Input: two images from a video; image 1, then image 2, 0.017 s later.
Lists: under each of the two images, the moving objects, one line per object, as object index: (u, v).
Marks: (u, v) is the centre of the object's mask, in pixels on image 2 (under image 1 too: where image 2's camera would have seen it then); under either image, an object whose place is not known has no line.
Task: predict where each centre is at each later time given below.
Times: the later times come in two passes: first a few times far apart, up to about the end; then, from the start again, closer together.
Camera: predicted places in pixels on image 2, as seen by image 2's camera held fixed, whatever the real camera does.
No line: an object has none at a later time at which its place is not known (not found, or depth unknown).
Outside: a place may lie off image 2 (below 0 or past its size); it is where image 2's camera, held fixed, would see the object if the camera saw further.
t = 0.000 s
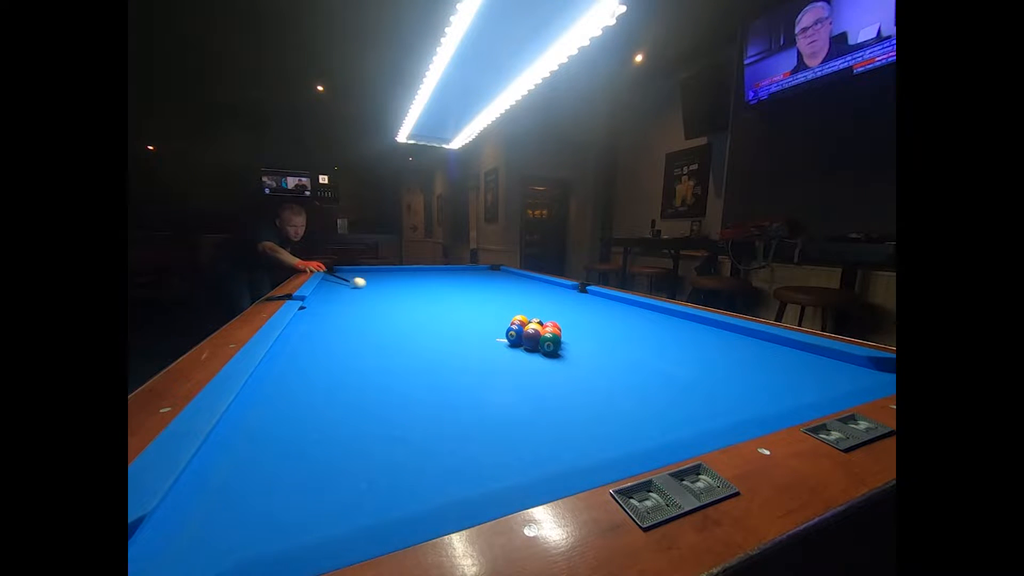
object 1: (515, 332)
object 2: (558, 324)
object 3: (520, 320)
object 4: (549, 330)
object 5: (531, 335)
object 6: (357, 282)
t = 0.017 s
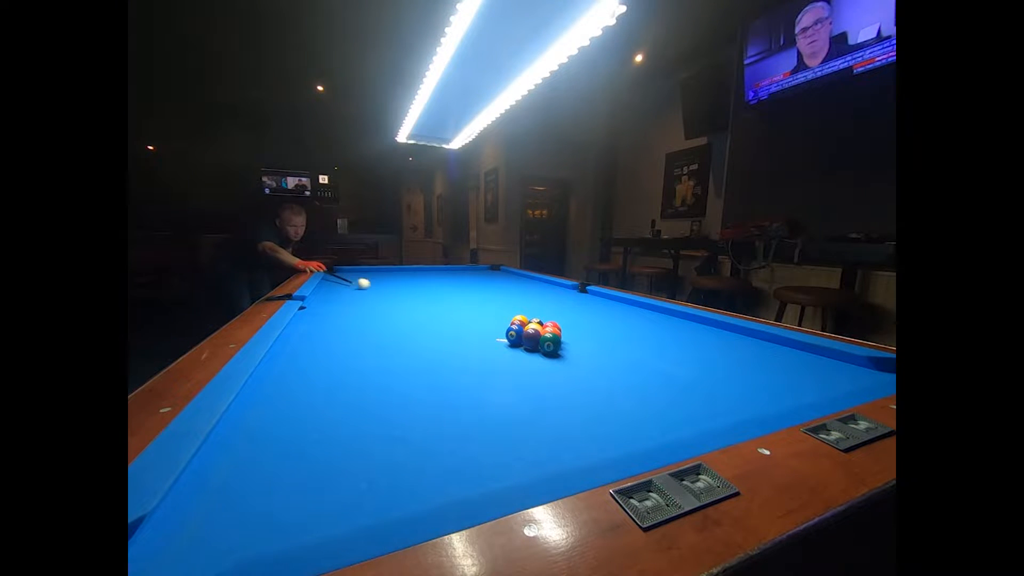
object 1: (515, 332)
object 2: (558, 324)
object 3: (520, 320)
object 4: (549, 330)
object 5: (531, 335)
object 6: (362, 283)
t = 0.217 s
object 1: (515, 332)
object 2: (558, 323)
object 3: (520, 320)
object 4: (549, 330)
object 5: (531, 335)
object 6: (424, 299)
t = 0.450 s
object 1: (512, 333)
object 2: (566, 328)
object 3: (521, 321)
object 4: (553, 331)
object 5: (531, 335)
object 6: (505, 319)
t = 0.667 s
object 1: (473, 351)
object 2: (629, 338)
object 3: (539, 314)
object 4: (577, 342)
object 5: (531, 342)
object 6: (517, 322)
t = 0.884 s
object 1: (428, 369)
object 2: (696, 344)
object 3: (552, 310)
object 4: (602, 352)
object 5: (530, 345)
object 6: (526, 322)
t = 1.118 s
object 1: (363, 395)
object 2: (771, 350)
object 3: (563, 305)
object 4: (630, 361)
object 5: (528, 346)
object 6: (544, 327)
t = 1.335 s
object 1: (281, 427)
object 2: (844, 357)
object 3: (571, 300)
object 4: (657, 368)
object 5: (527, 348)
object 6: (554, 331)
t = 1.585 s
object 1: (250, 454)
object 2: (864, 369)
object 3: (579, 297)
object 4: (691, 377)
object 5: (526, 349)
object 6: (568, 334)
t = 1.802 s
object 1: (293, 460)
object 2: (855, 373)
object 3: (585, 294)
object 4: (721, 385)
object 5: (526, 349)
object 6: (579, 336)
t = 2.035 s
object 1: (339, 465)
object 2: (822, 372)
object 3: (588, 291)
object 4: (753, 394)
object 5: (526, 350)
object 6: (591, 338)
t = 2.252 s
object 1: (380, 470)
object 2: (793, 371)
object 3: (577, 290)
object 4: (775, 396)
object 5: (526, 350)
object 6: (600, 339)
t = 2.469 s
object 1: (420, 472)
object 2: (766, 367)
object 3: (567, 289)
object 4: (768, 394)
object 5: (526, 350)
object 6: (607, 340)
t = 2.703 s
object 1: (460, 472)
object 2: (738, 367)
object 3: (557, 288)
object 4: (761, 390)
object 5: (526, 349)
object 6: (613, 341)
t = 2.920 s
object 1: (493, 469)
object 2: (717, 366)
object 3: (550, 288)
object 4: (757, 387)
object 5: (525, 349)
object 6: (617, 342)
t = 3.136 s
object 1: (512, 461)
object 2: (697, 365)
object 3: (543, 287)
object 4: (754, 384)
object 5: (525, 349)
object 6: (619, 343)
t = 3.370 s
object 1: (526, 454)
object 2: (677, 364)
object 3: (536, 287)
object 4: (752, 383)
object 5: (525, 349)
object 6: (618, 344)
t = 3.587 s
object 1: (536, 449)
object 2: (662, 363)
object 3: (531, 286)
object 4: (752, 383)
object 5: (525, 349)
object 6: (618, 343)
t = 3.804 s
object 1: (544, 444)
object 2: (648, 362)
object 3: (527, 286)
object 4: (752, 383)
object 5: (525, 349)
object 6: (618, 343)
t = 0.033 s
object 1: (515, 332)
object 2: (558, 324)
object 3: (520, 320)
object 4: (549, 330)
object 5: (531, 335)
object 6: (367, 284)
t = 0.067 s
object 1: (515, 332)
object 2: (558, 323)
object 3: (520, 320)
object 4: (549, 330)
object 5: (531, 335)
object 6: (376, 287)
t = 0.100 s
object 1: (515, 332)
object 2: (558, 323)
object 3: (520, 320)
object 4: (549, 330)
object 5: (531, 335)
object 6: (386, 289)
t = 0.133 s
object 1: (515, 332)
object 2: (558, 323)
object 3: (520, 320)
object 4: (549, 330)
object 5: (531, 335)
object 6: (396, 292)
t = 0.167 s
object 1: (515, 332)
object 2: (558, 323)
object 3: (520, 320)
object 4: (549, 330)
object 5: (531, 335)
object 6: (407, 295)
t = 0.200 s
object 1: (515, 332)
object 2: (558, 323)
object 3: (520, 320)
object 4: (549, 330)
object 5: (531, 335)
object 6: (418, 298)
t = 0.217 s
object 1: (515, 332)
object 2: (558, 323)
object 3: (520, 320)
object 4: (549, 330)
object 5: (531, 335)
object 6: (424, 299)
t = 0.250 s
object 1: (515, 332)
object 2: (558, 323)
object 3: (520, 320)
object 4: (549, 330)
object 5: (531, 335)
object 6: (436, 302)
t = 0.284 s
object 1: (515, 332)
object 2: (558, 323)
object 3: (520, 320)
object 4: (549, 330)
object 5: (531, 335)
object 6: (449, 306)
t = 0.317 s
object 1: (515, 332)
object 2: (558, 323)
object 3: (520, 320)
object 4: (549, 330)
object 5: (531, 335)
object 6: (462, 309)
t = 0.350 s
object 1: (515, 332)
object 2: (558, 323)
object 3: (520, 320)
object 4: (549, 330)
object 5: (531, 335)
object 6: (476, 312)
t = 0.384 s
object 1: (515, 332)
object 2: (558, 323)
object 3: (520, 320)
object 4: (549, 330)
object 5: (531, 335)
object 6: (490, 316)
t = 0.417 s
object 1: (515, 332)
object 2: (558, 323)
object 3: (520, 321)
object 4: (549, 330)
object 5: (531, 336)
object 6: (504, 319)
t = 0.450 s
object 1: (512, 333)
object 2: (566, 328)
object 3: (521, 321)
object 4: (553, 331)
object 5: (531, 335)
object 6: (505, 319)
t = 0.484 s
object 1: (503, 339)
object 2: (574, 333)
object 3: (520, 324)
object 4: (556, 334)
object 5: (531, 336)
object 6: (505, 318)
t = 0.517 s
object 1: (498, 341)
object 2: (585, 334)
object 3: (528, 318)
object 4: (560, 335)
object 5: (531, 336)
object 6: (506, 318)
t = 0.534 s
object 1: (495, 342)
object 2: (590, 335)
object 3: (530, 317)
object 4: (561, 335)
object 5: (531, 337)
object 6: (507, 318)
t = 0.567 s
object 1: (490, 344)
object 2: (600, 336)
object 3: (532, 316)
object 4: (567, 337)
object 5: (531, 340)
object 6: (510, 317)
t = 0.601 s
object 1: (484, 347)
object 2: (609, 337)
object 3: (535, 315)
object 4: (570, 339)
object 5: (531, 341)
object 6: (513, 318)
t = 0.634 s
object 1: (479, 349)
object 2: (619, 337)
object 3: (537, 315)
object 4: (573, 340)
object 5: (531, 342)
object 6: (515, 321)
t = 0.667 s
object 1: (473, 351)
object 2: (629, 338)
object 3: (539, 314)
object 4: (577, 342)
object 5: (531, 342)
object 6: (517, 322)
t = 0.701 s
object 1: (467, 354)
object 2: (639, 339)
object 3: (541, 314)
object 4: (581, 343)
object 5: (531, 343)
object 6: (518, 323)
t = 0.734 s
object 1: (460, 357)
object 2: (650, 340)
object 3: (543, 313)
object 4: (584, 345)
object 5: (531, 344)
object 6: (519, 324)
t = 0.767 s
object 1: (454, 359)
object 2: (660, 341)
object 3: (545, 312)
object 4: (588, 347)
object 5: (530, 344)
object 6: (520, 324)
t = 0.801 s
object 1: (447, 362)
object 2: (670, 342)
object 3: (547, 311)
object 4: (592, 348)
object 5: (530, 344)
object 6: (522, 324)
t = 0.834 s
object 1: (439, 364)
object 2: (680, 343)
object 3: (549, 311)
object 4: (596, 350)
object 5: (530, 345)
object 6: (523, 324)
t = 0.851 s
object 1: (436, 366)
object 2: (686, 343)
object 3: (550, 310)
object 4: (598, 351)
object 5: (530, 345)
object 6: (524, 324)
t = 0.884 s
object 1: (428, 369)
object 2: (696, 344)
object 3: (552, 310)
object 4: (602, 352)
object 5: (530, 345)
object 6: (526, 322)
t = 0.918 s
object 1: (420, 372)
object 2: (707, 345)
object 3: (554, 309)
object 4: (606, 354)
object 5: (529, 344)
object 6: (528, 322)
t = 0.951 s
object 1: (412, 375)
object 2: (717, 346)
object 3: (555, 308)
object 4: (610, 355)
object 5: (529, 346)
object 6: (530, 322)
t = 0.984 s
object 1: (403, 379)
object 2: (728, 347)
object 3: (557, 307)
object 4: (614, 357)
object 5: (529, 345)
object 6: (533, 322)
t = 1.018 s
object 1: (393, 383)
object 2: (739, 348)
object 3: (559, 307)
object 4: (618, 357)
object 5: (529, 346)
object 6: (536, 322)
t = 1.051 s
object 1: (384, 386)
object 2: (750, 349)
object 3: (560, 306)
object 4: (622, 359)
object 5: (529, 346)
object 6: (539, 323)
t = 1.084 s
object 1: (374, 390)
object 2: (760, 349)
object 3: (562, 305)
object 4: (626, 360)
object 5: (528, 346)
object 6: (542, 325)
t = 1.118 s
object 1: (363, 395)
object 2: (771, 350)
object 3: (563, 305)
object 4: (630, 361)
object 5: (528, 346)
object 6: (544, 327)
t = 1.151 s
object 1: (352, 399)
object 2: (782, 351)
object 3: (564, 304)
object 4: (634, 362)
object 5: (528, 347)
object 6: (546, 328)
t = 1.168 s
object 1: (347, 401)
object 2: (788, 352)
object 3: (565, 304)
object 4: (636, 363)
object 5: (528, 347)
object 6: (546, 328)
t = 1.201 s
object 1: (335, 406)
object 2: (799, 352)
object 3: (566, 303)
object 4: (640, 364)
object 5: (528, 347)
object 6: (548, 329)
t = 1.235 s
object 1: (322, 410)
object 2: (810, 353)
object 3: (567, 302)
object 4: (645, 364)
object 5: (528, 347)
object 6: (549, 330)
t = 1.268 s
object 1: (309, 416)
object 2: (821, 354)
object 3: (569, 301)
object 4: (649, 366)
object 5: (528, 348)
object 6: (550, 330)
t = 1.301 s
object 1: (295, 421)
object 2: (833, 355)
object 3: (570, 301)
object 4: (653, 367)
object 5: (527, 348)
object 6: (552, 331)
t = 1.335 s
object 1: (281, 427)
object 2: (844, 357)
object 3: (571, 300)
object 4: (657, 368)
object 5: (527, 348)
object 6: (554, 331)
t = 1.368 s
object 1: (265, 433)
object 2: (848, 358)
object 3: (572, 300)
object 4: (662, 369)
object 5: (527, 348)
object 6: (555, 331)
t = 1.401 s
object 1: (249, 440)
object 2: (850, 360)
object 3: (573, 299)
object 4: (666, 370)
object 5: (527, 348)
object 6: (558, 332)
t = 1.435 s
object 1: (232, 447)
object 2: (852, 361)
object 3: (575, 299)
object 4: (671, 372)
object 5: (527, 348)
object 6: (559, 332)
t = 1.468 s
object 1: (225, 451)
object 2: (855, 363)
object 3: (576, 298)
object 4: (675, 373)
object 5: (527, 349)
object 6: (562, 333)
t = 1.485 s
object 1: (229, 452)
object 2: (856, 364)
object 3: (576, 298)
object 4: (677, 374)
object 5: (527, 349)
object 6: (562, 333)
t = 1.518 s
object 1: (237, 452)
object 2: (859, 366)
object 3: (577, 297)
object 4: (682, 375)
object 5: (527, 349)
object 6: (564, 333)
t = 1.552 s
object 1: (244, 453)
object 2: (862, 368)
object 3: (578, 297)
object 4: (686, 376)
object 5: (526, 349)
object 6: (566, 333)
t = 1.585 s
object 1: (250, 454)
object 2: (864, 369)
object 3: (579, 297)
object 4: (691, 377)
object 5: (526, 349)
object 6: (568, 334)
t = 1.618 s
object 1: (257, 455)
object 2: (867, 370)
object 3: (580, 296)
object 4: (695, 378)
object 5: (526, 349)
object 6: (570, 334)
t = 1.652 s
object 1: (264, 456)
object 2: (869, 371)
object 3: (581, 296)
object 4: (700, 380)
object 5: (526, 350)
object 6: (571, 334)
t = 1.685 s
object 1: (270, 457)
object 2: (871, 372)
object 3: (582, 295)
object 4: (705, 381)
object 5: (526, 349)
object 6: (573, 335)
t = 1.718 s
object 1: (277, 458)
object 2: (867, 372)
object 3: (583, 295)
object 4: (709, 382)
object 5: (526, 350)
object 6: (575, 335)
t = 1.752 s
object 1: (283, 458)
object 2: (863, 372)
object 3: (584, 294)
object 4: (714, 383)
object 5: (526, 349)
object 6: (577, 335)
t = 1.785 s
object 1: (290, 459)
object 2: (858, 373)
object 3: (585, 294)
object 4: (718, 385)
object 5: (526, 349)
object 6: (578, 336)
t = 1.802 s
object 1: (293, 460)
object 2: (855, 373)
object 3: (585, 294)
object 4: (721, 385)
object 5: (526, 349)
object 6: (579, 336)
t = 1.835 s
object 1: (299, 460)
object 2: (851, 374)
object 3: (586, 293)
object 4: (725, 387)
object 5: (526, 350)
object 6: (581, 336)
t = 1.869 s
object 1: (306, 461)
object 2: (846, 374)
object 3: (587, 293)
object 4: (730, 388)
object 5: (526, 350)
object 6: (583, 336)
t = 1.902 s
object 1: (313, 462)
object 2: (841, 374)
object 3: (588, 292)
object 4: (735, 389)
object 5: (525, 350)
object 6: (584, 337)
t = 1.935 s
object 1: (320, 462)
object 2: (836, 374)
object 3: (589, 292)
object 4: (739, 390)
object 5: (526, 350)
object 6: (586, 337)
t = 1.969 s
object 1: (326, 463)
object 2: (831, 373)
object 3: (589, 292)
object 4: (744, 392)
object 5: (525, 350)
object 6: (588, 337)
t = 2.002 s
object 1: (332, 464)
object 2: (827, 373)
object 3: (589, 291)
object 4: (749, 393)
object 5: (525, 350)
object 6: (589, 338)
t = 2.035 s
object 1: (339, 465)
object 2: (822, 372)
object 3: (588, 291)
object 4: (753, 394)
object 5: (526, 350)
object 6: (591, 338)
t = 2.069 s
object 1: (345, 466)
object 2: (817, 372)
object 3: (586, 291)
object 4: (758, 395)
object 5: (526, 350)
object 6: (592, 338)
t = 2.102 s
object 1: (352, 467)
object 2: (812, 372)
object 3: (584, 291)
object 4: (762, 395)
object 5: (526, 349)
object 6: (594, 338)
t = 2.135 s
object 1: (358, 467)
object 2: (808, 372)
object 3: (582, 291)
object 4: (766, 396)
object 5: (526, 349)
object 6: (595, 338)
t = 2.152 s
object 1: (361, 467)
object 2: (806, 372)
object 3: (582, 291)
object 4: (769, 396)
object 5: (526, 350)
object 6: (596, 339)
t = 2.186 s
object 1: (368, 468)
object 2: (801, 372)
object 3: (580, 290)
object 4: (772, 396)
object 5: (526, 350)
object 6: (597, 339)
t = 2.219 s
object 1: (374, 469)
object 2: (797, 371)
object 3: (578, 290)
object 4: (776, 396)
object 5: (526, 350)
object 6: (598, 339)
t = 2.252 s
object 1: (380, 470)
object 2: (793, 371)
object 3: (577, 290)
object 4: (775, 396)
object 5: (526, 350)
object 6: (600, 339)
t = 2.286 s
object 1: (386, 470)
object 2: (788, 371)
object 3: (575, 290)
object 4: (774, 396)
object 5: (526, 350)
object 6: (601, 339)
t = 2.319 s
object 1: (393, 470)
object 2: (784, 370)
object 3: (573, 290)
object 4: (773, 396)
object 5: (526, 350)
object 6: (602, 339)
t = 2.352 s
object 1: (399, 470)
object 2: (780, 369)
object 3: (572, 290)
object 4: (771, 395)
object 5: (526, 350)
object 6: (603, 340)
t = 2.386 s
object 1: (405, 472)
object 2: (776, 369)
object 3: (570, 290)
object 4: (770, 395)
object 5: (526, 350)
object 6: (604, 340)
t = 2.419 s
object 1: (411, 471)
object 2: (772, 368)
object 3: (569, 290)
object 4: (770, 395)
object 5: (526, 350)
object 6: (605, 340)
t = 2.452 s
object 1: (417, 472)
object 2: (768, 368)
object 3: (568, 289)
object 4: (769, 394)
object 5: (526, 350)
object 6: (606, 340)
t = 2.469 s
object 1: (420, 472)
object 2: (766, 367)
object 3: (567, 289)
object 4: (768, 394)
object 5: (526, 350)
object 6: (607, 340)
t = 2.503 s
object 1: (426, 472)
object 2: (761, 367)
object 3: (565, 289)
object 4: (767, 393)
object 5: (526, 350)
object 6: (608, 340)
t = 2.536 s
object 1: (432, 472)
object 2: (757, 367)
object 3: (564, 289)
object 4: (765, 393)
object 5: (526, 349)
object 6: (609, 341)
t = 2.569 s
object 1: (437, 473)
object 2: (753, 367)
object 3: (563, 289)
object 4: (765, 392)
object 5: (526, 349)
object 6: (610, 341)
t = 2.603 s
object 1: (443, 473)
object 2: (749, 367)
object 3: (561, 289)
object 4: (763, 392)
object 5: (526, 349)
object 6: (610, 341)
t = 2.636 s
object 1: (449, 473)
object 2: (745, 367)
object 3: (560, 289)
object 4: (763, 391)
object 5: (526, 349)
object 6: (611, 341)
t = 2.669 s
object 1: (454, 472)
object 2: (742, 367)
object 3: (559, 288)
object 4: (762, 391)
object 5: (526, 349)
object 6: (612, 341)
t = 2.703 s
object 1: (460, 472)
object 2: (738, 367)
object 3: (557, 288)
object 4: (761, 390)
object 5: (526, 349)
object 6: (613, 341)
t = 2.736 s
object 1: (465, 471)
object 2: (735, 367)
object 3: (556, 288)
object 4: (761, 390)
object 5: (526, 349)
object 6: (613, 342)
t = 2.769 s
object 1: (470, 471)
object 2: (732, 367)
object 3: (555, 288)
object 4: (759, 389)
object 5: (526, 349)
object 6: (614, 342)
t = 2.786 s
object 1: (473, 471)
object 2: (730, 367)
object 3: (554, 288)
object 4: (759, 389)
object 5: (525, 349)
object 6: (614, 342)
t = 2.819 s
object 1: (478, 470)
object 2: (727, 367)
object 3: (553, 288)
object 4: (759, 388)
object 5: (525, 349)
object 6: (615, 342)
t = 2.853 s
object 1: (483, 469)
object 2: (723, 366)
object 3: (552, 288)
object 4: (758, 388)
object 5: (525, 349)
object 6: (616, 342)
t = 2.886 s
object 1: (488, 469)
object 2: (720, 366)
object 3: (551, 288)
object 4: (758, 387)
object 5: (525, 349)
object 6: (616, 342)
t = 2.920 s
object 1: (493, 469)
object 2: (717, 366)
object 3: (550, 288)
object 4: (757, 387)
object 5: (525, 349)
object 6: (617, 342)
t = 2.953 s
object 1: (497, 468)
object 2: (714, 366)
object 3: (548, 288)
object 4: (757, 386)
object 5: (525, 349)
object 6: (617, 343)
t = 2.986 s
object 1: (500, 466)
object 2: (710, 366)
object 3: (547, 288)
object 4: (756, 386)
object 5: (525, 349)
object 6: (618, 343)
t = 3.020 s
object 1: (503, 465)
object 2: (707, 366)
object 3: (546, 288)
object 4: (756, 386)
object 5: (525, 349)
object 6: (618, 343)
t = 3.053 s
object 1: (506, 464)
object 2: (704, 365)
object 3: (545, 288)
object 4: (755, 385)
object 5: (525, 349)
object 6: (618, 343)
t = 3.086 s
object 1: (508, 463)
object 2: (701, 365)
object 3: (544, 287)
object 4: (755, 385)
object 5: (525, 349)
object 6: (618, 343)
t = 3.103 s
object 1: (509, 462)
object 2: (700, 365)
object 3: (544, 288)
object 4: (755, 385)
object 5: (525, 349)
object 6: (618, 343)
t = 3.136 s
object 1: (512, 461)
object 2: (697, 365)
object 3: (543, 287)
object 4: (754, 384)
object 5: (525, 349)
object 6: (619, 343)
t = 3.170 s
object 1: (514, 460)
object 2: (694, 365)
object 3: (542, 287)
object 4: (754, 384)
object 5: (525, 349)
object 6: (619, 343)
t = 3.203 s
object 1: (516, 459)
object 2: (691, 365)
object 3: (541, 287)
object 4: (754, 384)
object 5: (525, 349)
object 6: (619, 343)
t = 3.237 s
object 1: (518, 458)
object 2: (688, 364)
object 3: (540, 287)
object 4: (753, 383)
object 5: (525, 349)
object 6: (619, 343)
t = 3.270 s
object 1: (520, 457)
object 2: (685, 364)
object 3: (539, 287)
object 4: (753, 383)
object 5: (525, 349)
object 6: (619, 343)
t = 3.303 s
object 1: (522, 456)
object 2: (683, 364)
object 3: (538, 287)
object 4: (752, 383)
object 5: (525, 349)
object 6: (618, 344)
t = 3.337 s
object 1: (524, 455)
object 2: (680, 364)
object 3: (537, 287)
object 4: (752, 383)
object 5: (525, 349)
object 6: (618, 344)
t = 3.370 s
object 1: (526, 454)
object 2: (677, 364)
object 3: (536, 287)
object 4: (752, 383)
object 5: (525, 349)
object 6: (618, 344)
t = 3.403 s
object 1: (527, 453)
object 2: (675, 364)
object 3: (535, 287)
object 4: (752, 383)
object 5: (525, 349)
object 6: (618, 344)
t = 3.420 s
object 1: (528, 453)
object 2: (674, 364)
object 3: (535, 287)
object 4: (752, 383)
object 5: (525, 349)
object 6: (618, 344)
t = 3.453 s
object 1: (530, 452)
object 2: (671, 363)
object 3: (534, 287)
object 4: (752, 383)
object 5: (525, 349)
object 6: (618, 344)
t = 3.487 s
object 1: (531, 451)
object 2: (669, 363)
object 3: (533, 287)
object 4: (752, 383)
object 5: (525, 349)
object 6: (618, 344)
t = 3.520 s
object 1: (533, 451)
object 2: (667, 363)
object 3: (532, 286)
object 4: (752, 383)
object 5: (525, 349)
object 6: (618, 344)
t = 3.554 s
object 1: (534, 449)
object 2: (664, 363)
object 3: (532, 287)
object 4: (752, 383)
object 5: (525, 349)
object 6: (618, 343)
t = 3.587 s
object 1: (536, 449)
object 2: (662, 363)
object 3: (531, 286)
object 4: (752, 383)
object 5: (525, 349)
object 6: (618, 343)
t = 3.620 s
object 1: (537, 448)
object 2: (660, 363)
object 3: (530, 286)
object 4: (752, 383)
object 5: (525, 349)
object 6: (618, 343)
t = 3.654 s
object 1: (539, 447)
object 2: (658, 363)
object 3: (530, 286)
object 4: (752, 383)
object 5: (525, 349)
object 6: (618, 343)
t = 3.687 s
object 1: (540, 447)
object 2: (655, 363)
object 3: (529, 286)
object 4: (752, 383)
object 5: (525, 349)
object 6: (618, 343)
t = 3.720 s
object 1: (541, 446)
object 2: (653, 363)
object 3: (528, 286)
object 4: (752, 383)
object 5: (525, 349)
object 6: (618, 343)
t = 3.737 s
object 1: (542, 445)
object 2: (652, 363)
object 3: (528, 286)
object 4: (752, 383)
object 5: (525, 349)
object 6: (618, 343)
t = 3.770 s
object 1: (543, 444)
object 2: (650, 362)
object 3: (527, 286)
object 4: (752, 383)
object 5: (526, 349)
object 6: (618, 343)
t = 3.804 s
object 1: (544, 444)
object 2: (648, 362)
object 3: (527, 286)
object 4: (752, 383)
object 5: (525, 349)
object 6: (618, 343)
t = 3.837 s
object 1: (545, 443)
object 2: (646, 362)
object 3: (526, 286)
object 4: (752, 383)
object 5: (525, 349)
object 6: (618, 343)
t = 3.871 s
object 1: (546, 442)
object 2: (644, 362)
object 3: (526, 286)
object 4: (752, 383)
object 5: (525, 349)
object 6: (618, 343)
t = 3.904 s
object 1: (547, 443)
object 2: (642, 362)
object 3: (525, 286)
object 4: (752, 383)
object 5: (525, 349)
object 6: (618, 343)
